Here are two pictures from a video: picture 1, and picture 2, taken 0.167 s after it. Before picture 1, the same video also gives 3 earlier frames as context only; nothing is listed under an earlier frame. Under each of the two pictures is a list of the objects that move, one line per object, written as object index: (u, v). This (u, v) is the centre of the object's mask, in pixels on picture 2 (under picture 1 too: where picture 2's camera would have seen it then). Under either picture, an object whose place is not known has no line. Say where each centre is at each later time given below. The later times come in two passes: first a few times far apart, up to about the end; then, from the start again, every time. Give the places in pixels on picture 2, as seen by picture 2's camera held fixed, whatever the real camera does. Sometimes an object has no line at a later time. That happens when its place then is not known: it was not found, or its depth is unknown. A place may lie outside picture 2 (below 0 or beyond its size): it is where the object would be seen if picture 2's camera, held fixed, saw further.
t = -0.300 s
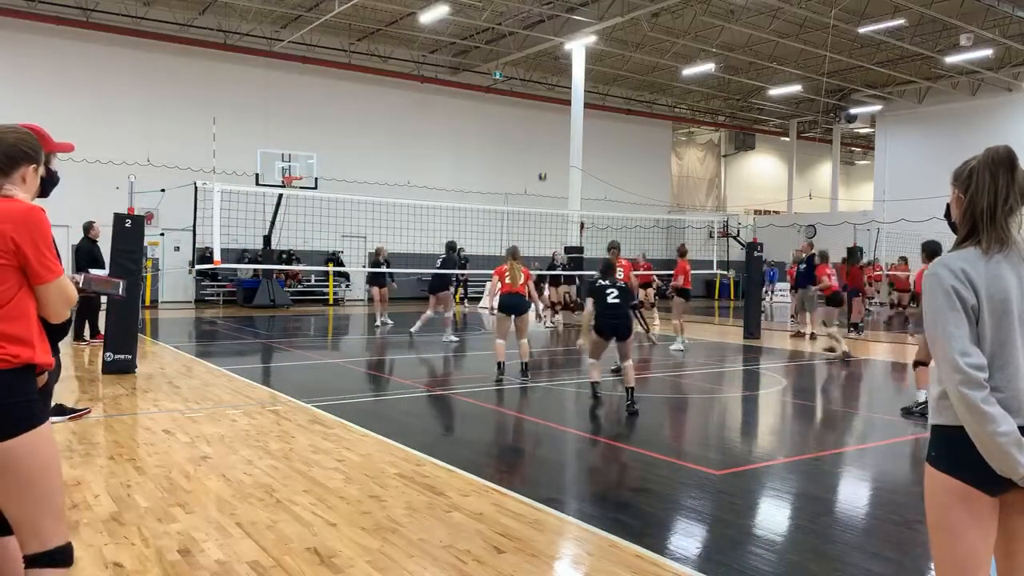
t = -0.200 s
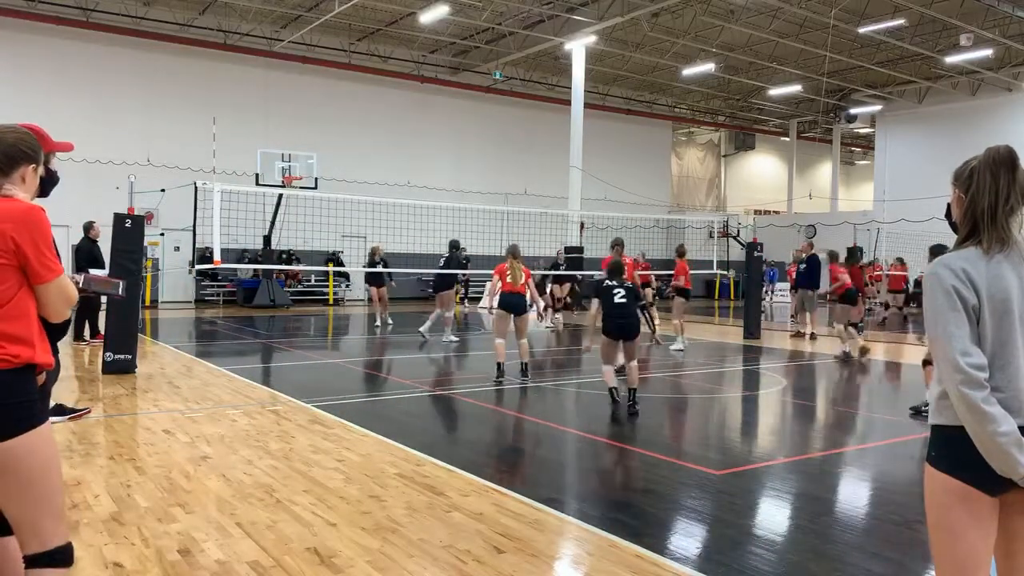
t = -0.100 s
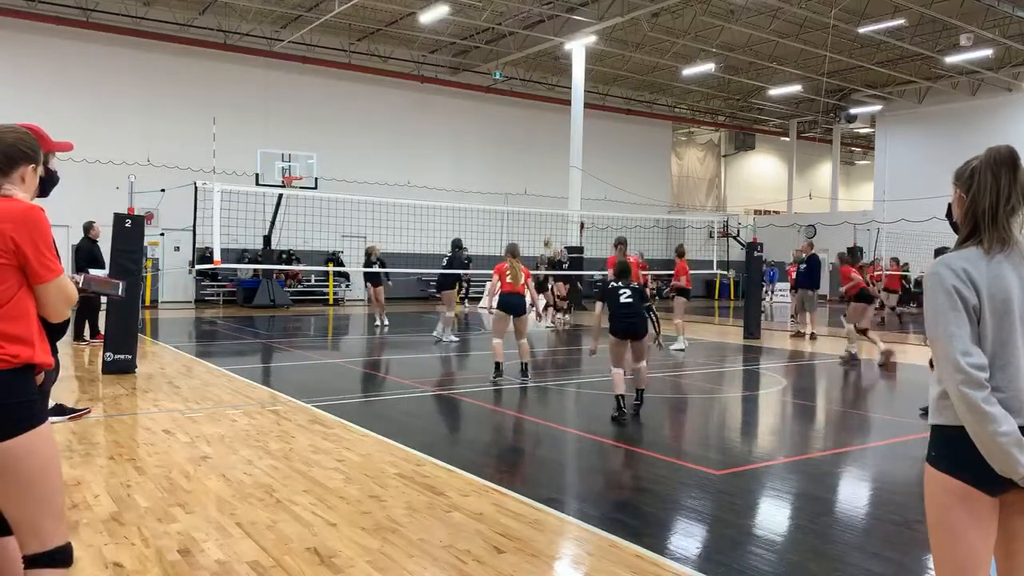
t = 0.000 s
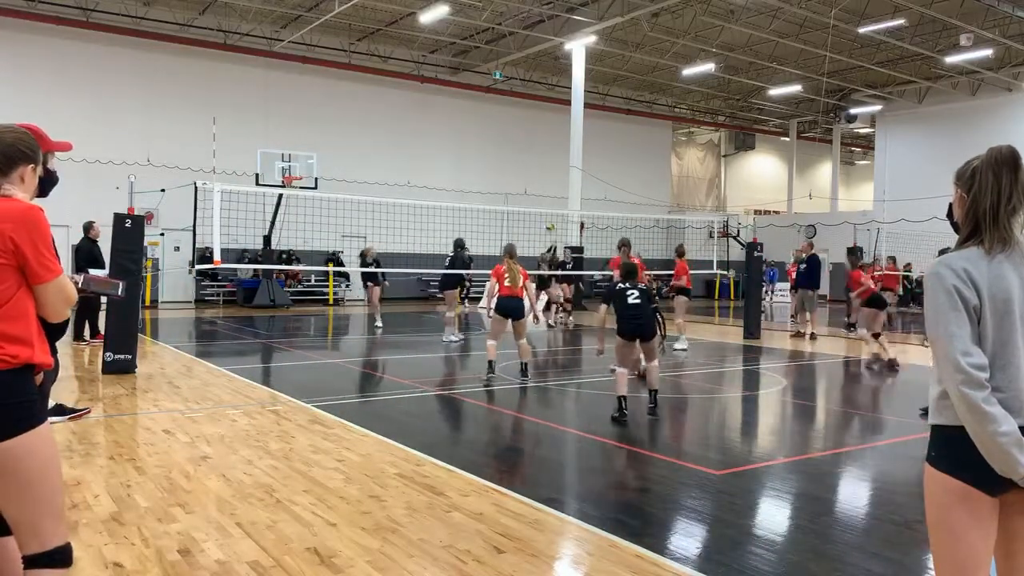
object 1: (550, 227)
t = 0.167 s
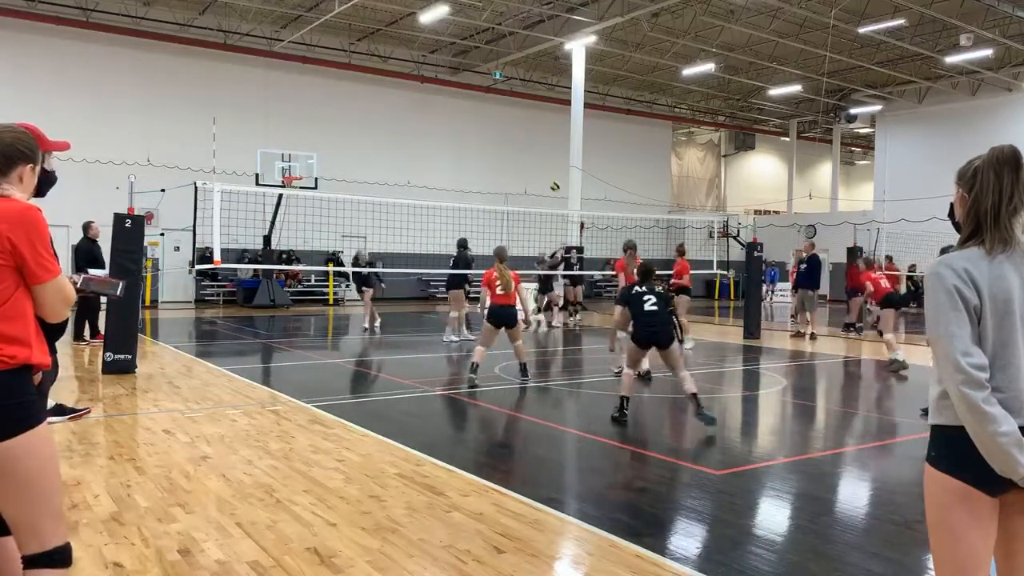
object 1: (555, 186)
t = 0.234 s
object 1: (557, 173)
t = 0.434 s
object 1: (562, 143)
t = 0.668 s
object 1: (567, 135)
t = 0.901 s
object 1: (569, 168)
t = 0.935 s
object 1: (569, 176)
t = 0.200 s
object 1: (556, 179)
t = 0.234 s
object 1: (557, 173)
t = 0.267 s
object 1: (558, 166)
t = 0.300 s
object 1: (558, 160)
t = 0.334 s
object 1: (559, 156)
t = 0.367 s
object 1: (560, 151)
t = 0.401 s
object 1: (561, 147)
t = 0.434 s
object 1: (562, 143)
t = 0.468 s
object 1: (562, 140)
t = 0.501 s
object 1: (563, 137)
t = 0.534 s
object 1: (563, 136)
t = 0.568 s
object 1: (564, 134)
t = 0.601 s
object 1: (565, 134)
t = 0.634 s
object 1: (565, 135)
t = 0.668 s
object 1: (567, 135)
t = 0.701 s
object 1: (566, 137)
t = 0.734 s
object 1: (567, 141)
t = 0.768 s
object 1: (567, 144)
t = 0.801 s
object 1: (567, 148)
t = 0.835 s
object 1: (569, 155)
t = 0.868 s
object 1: (569, 161)
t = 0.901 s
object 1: (569, 168)
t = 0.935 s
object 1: (569, 176)
